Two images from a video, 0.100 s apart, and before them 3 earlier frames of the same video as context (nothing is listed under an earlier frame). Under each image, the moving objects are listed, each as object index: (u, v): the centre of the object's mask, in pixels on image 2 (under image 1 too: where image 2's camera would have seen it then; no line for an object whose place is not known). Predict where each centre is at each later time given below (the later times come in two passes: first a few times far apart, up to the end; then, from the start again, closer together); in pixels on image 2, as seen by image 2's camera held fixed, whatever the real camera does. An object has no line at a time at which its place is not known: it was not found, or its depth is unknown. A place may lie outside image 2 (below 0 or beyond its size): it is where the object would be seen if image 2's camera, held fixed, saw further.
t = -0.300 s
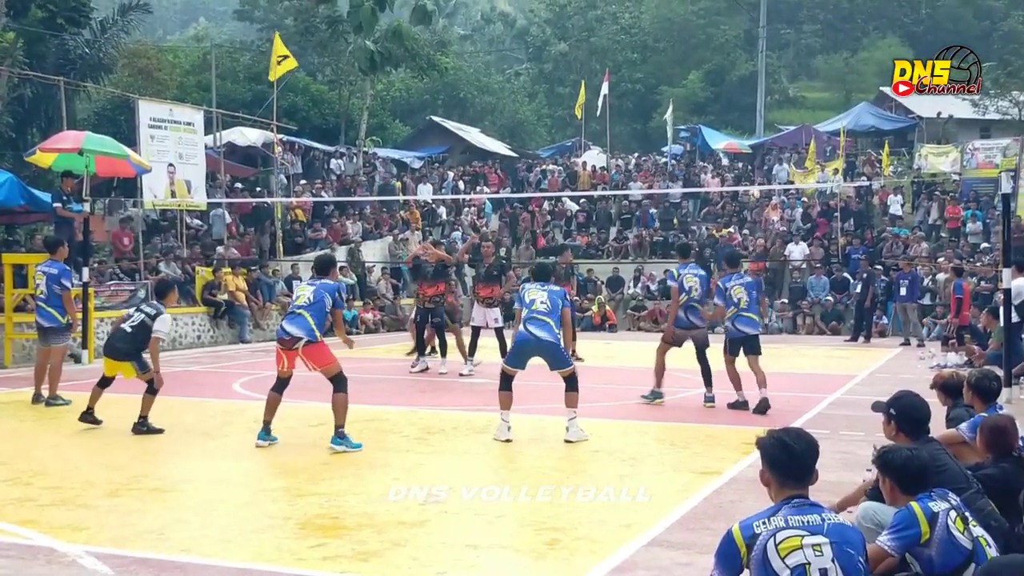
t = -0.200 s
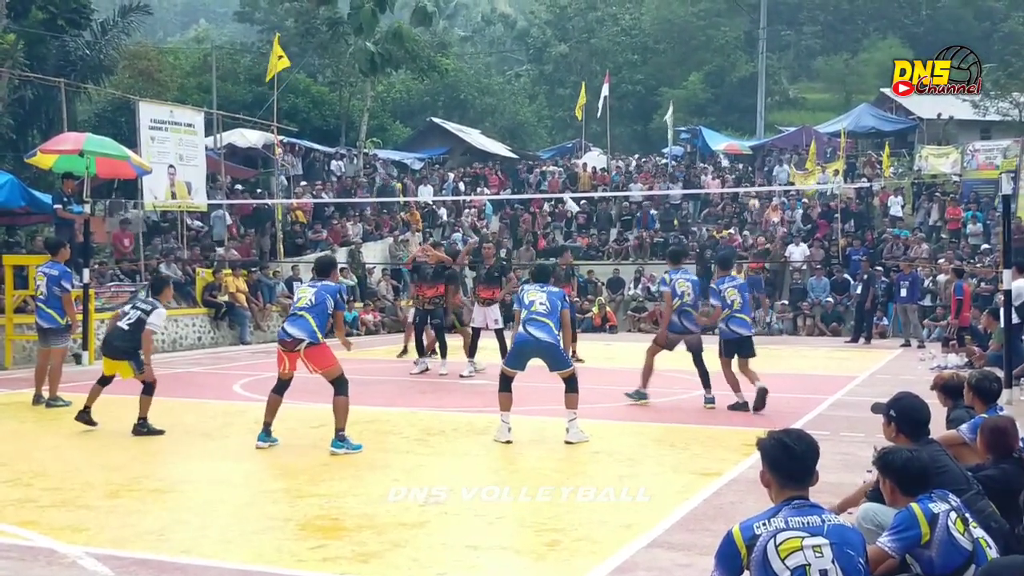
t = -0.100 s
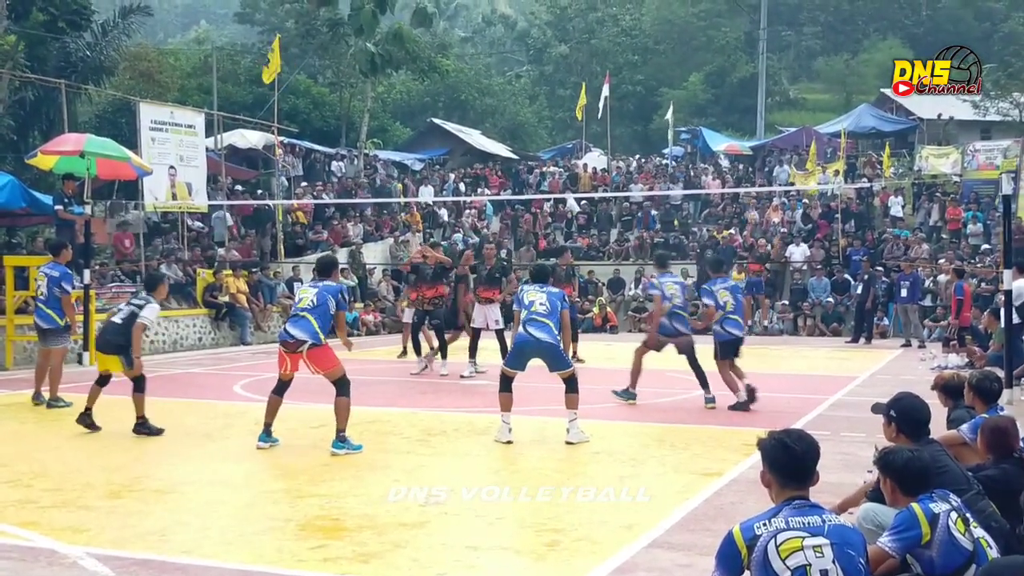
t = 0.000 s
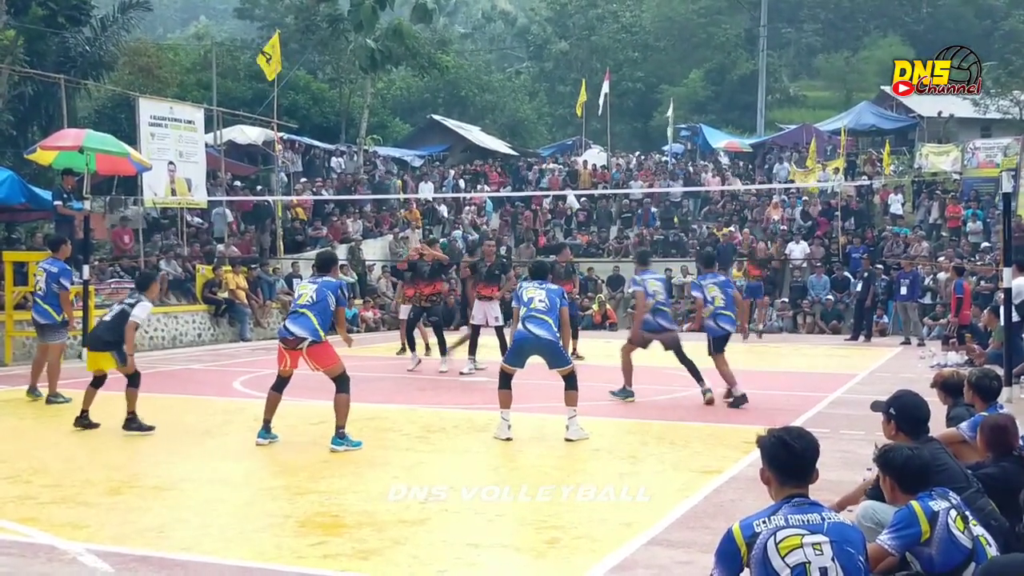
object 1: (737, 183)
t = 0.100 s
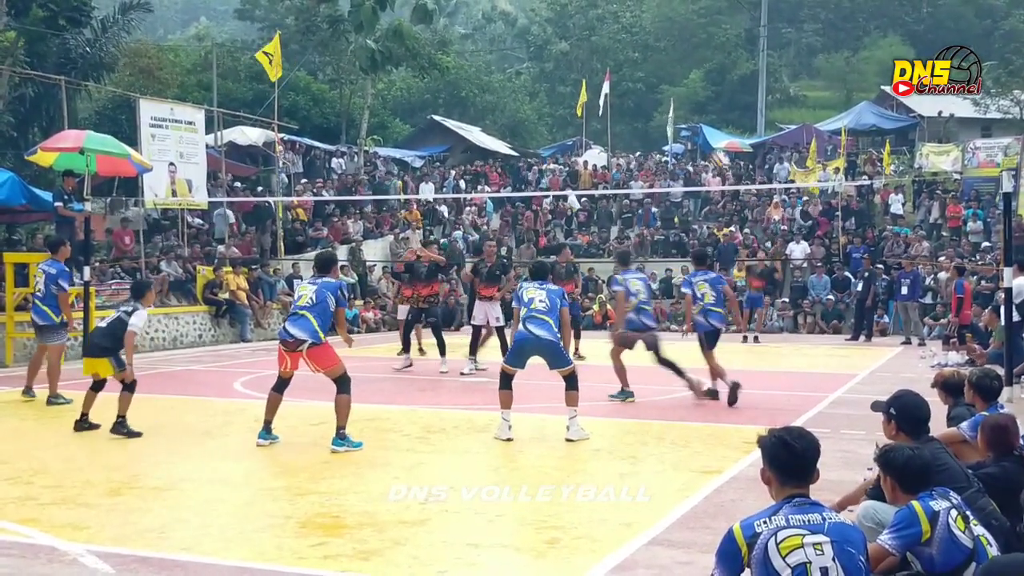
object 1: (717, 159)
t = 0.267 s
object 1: (682, 119)
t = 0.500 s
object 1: (618, 80)
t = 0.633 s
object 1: (573, 70)
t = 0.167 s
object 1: (703, 144)
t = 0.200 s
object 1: (697, 134)
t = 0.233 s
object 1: (690, 126)
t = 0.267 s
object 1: (682, 119)
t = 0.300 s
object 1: (672, 111)
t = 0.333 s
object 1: (663, 106)
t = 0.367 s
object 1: (655, 100)
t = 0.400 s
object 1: (646, 94)
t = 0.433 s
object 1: (637, 89)
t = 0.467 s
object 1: (628, 84)
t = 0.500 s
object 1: (618, 80)
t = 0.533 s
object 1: (606, 75)
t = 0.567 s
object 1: (595, 73)
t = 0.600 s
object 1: (584, 71)
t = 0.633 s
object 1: (573, 70)
